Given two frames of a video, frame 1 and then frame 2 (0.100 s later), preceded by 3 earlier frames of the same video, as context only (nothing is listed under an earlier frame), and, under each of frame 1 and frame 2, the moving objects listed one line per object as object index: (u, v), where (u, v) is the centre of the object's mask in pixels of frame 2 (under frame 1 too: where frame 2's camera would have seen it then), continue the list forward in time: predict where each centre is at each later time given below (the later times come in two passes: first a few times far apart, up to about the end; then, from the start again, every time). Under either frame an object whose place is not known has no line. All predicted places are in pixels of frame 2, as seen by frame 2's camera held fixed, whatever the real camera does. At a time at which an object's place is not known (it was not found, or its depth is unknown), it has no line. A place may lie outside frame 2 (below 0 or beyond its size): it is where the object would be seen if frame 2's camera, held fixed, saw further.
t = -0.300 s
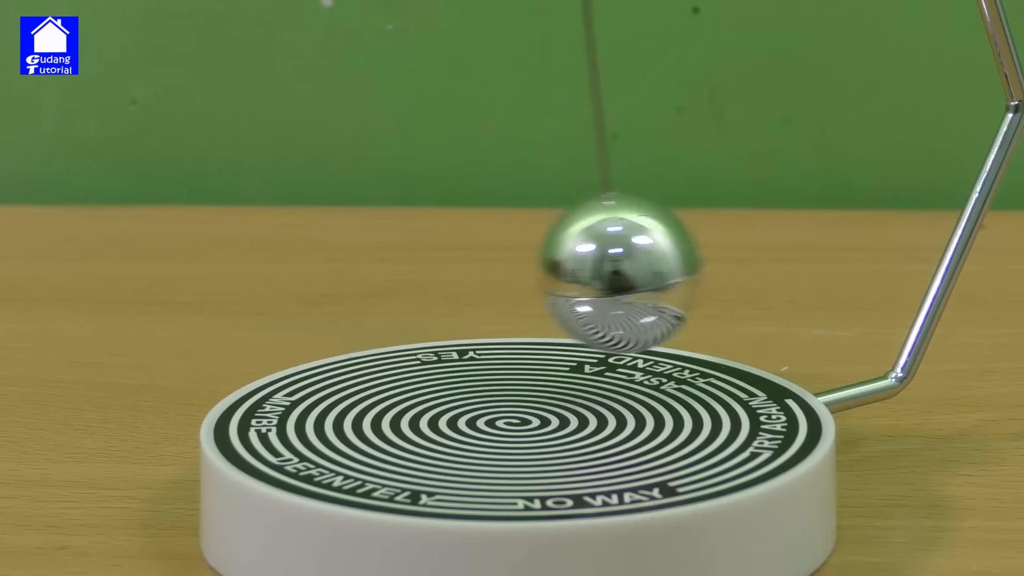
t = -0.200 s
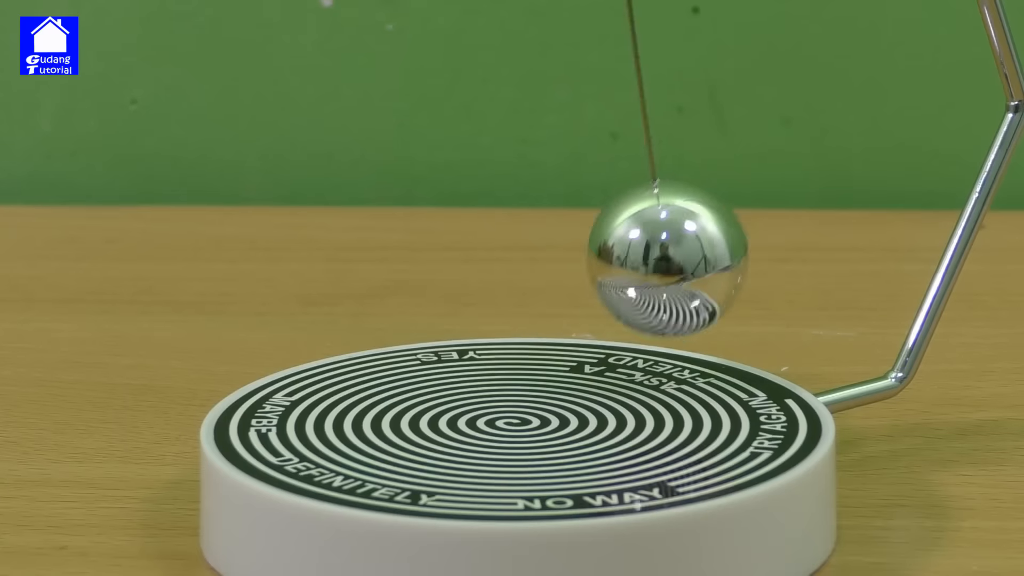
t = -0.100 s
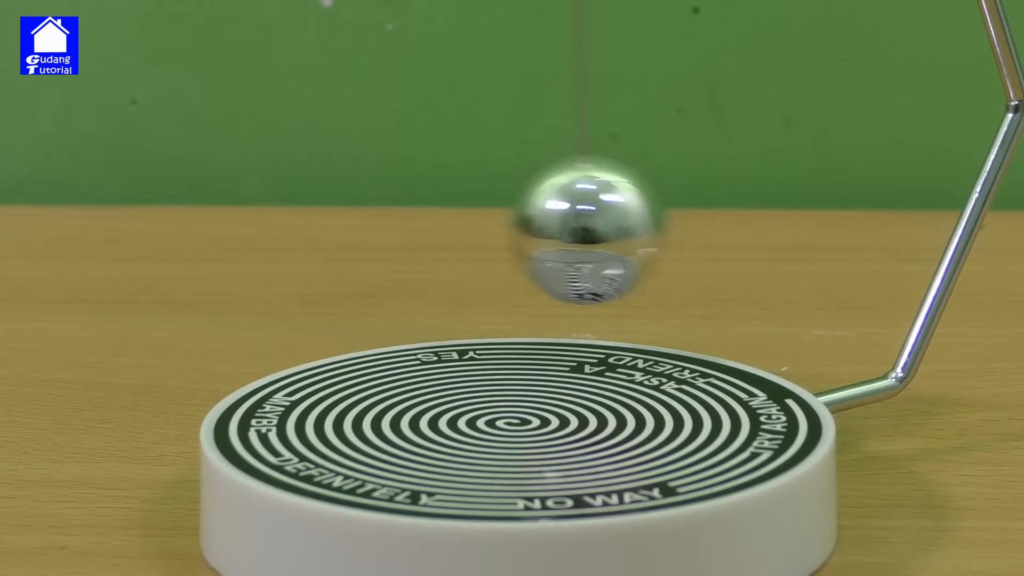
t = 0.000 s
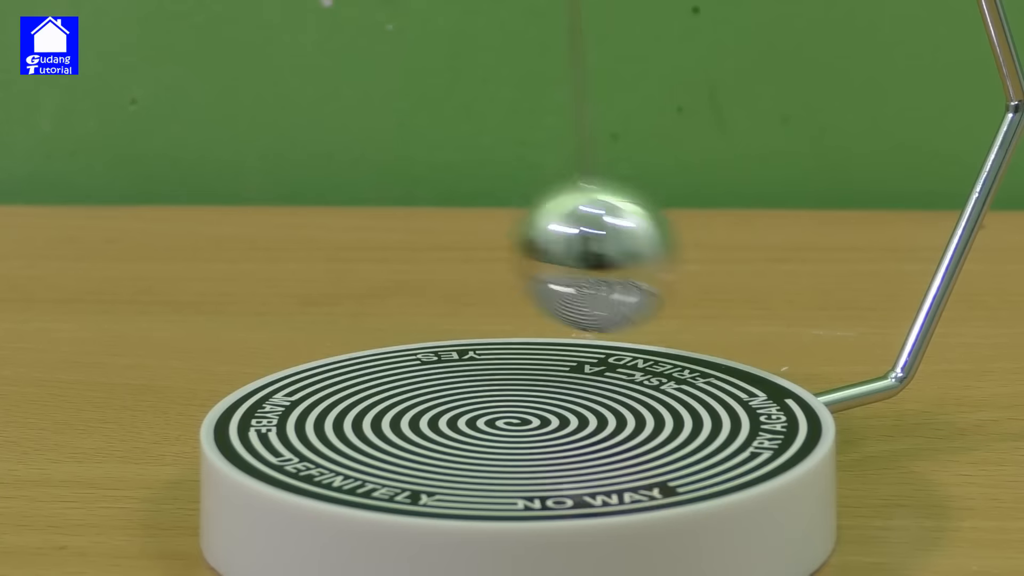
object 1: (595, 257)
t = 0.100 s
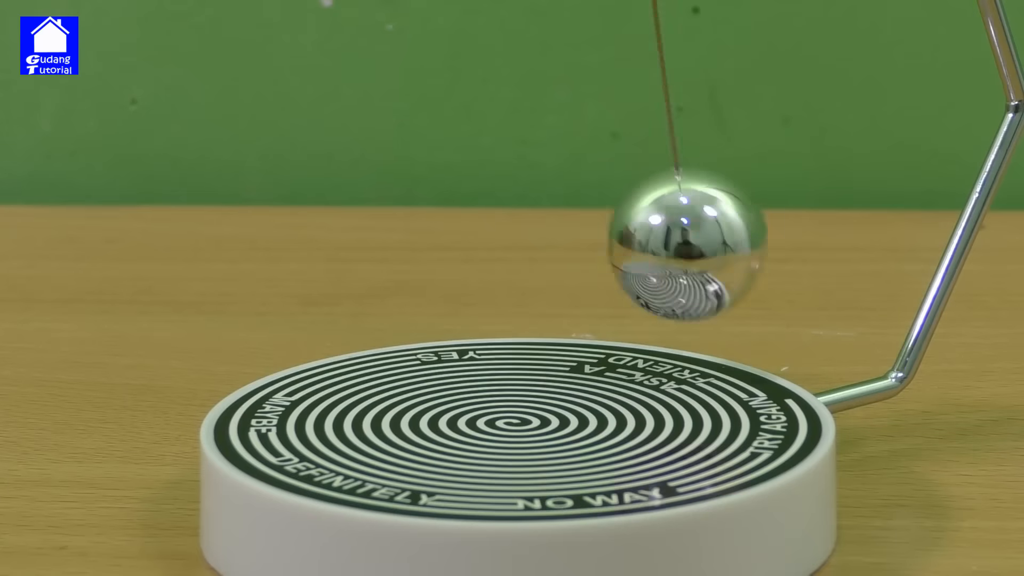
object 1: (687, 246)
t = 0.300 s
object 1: (548, 263)
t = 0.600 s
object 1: (578, 253)
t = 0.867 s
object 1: (590, 262)
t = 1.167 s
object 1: (648, 255)
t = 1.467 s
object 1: (609, 237)
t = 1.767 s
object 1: (568, 250)
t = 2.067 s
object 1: (619, 261)
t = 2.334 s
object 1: (648, 248)
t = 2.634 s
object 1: (588, 237)
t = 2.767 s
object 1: (663, 252)
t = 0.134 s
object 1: (652, 241)
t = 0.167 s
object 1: (616, 241)
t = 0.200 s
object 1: (562, 244)
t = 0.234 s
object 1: (544, 251)
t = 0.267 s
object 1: (541, 256)
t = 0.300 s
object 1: (548, 263)
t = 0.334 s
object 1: (568, 268)
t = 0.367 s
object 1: (583, 269)
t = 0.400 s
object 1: (618, 267)
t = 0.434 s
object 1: (650, 256)
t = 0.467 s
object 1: (657, 247)
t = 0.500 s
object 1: (636, 229)
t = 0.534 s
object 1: (597, 232)
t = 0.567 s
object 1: (567, 244)
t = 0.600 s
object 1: (578, 253)
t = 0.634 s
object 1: (629, 256)
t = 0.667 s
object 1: (656, 251)
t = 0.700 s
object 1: (672, 240)
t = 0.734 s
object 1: (635, 237)
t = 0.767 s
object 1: (604, 241)
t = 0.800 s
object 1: (571, 252)
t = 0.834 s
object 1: (576, 260)
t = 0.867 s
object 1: (590, 262)
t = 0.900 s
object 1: (630, 257)
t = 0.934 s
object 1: (657, 240)
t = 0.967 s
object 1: (654, 233)
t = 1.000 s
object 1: (618, 234)
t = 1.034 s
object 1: (592, 251)
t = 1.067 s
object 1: (593, 259)
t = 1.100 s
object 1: (614, 265)
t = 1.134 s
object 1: (641, 261)
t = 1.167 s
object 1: (648, 255)
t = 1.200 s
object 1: (640, 239)
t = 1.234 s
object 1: (608, 232)
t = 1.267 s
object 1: (596, 235)
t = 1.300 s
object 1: (599, 252)
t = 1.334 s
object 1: (636, 261)
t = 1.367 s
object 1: (651, 259)
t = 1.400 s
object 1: (663, 253)
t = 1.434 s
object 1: (634, 241)
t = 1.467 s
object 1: (609, 237)
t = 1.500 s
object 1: (579, 238)
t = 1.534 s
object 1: (586, 250)
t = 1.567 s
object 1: (606, 254)
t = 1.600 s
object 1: (657, 253)
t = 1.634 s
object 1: (671, 246)
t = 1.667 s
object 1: (660, 242)
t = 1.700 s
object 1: (603, 240)
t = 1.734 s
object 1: (570, 245)
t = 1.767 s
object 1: (568, 250)
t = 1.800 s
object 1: (595, 256)
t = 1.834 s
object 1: (649, 251)
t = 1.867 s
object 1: (664, 244)
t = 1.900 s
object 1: (659, 235)
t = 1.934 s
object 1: (607, 241)
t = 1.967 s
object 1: (587, 247)
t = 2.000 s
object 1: (578, 258)
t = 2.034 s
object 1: (600, 263)
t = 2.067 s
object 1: (619, 261)
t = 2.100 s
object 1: (651, 246)
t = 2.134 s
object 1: (645, 232)
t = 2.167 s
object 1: (630, 231)
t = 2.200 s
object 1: (597, 246)
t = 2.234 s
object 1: (601, 260)
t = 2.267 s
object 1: (612, 263)
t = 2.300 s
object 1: (638, 260)
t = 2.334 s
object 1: (648, 248)
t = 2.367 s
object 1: (639, 240)
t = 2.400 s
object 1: (607, 232)
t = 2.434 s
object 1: (593, 244)
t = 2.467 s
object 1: (600, 252)
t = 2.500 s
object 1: (635, 260)
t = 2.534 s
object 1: (659, 255)
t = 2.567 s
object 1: (660, 251)
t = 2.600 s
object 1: (630, 240)
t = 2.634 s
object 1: (588, 237)
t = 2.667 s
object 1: (581, 240)
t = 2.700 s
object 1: (596, 251)
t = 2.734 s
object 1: (646, 255)
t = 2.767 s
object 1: (663, 252)
